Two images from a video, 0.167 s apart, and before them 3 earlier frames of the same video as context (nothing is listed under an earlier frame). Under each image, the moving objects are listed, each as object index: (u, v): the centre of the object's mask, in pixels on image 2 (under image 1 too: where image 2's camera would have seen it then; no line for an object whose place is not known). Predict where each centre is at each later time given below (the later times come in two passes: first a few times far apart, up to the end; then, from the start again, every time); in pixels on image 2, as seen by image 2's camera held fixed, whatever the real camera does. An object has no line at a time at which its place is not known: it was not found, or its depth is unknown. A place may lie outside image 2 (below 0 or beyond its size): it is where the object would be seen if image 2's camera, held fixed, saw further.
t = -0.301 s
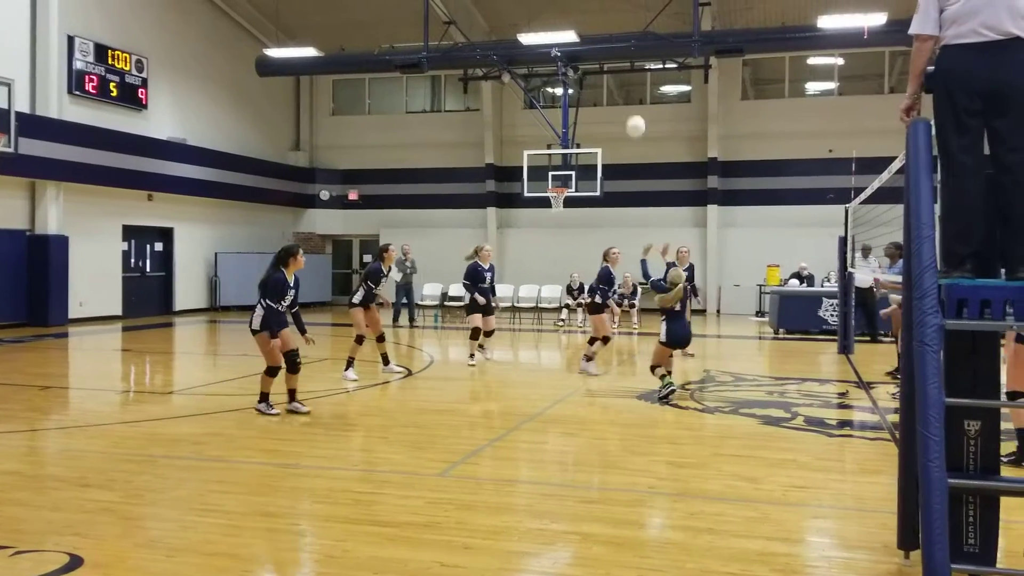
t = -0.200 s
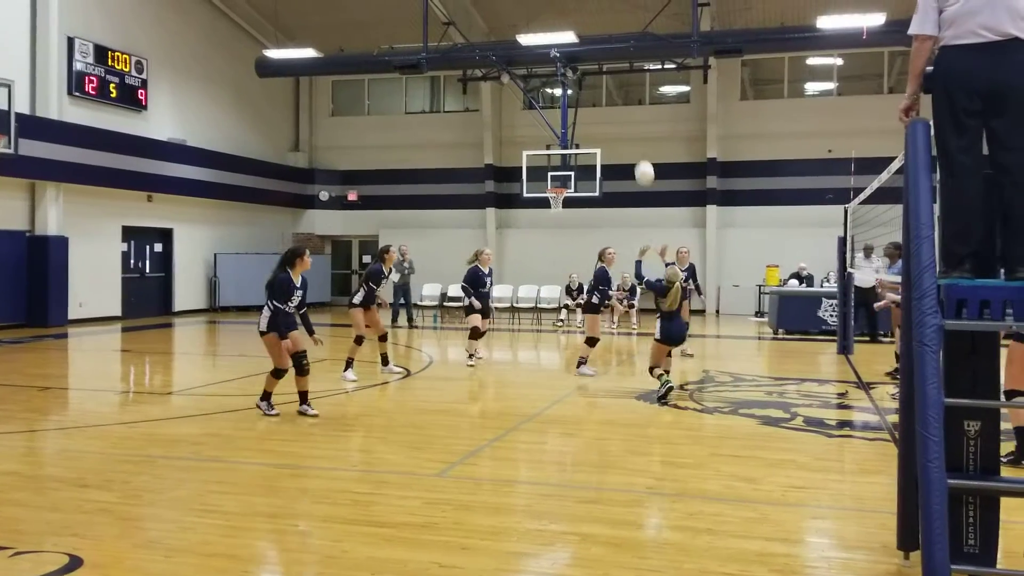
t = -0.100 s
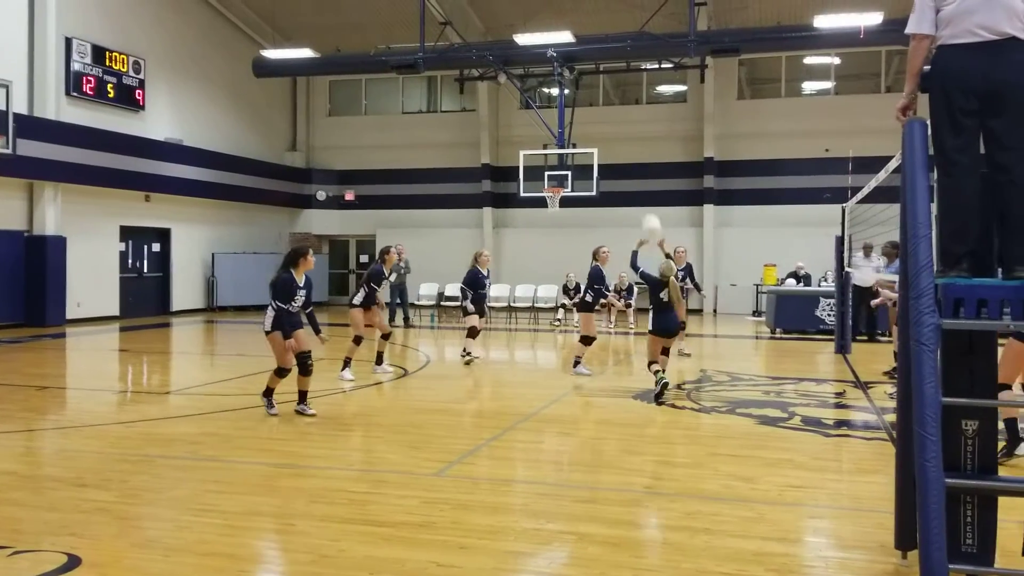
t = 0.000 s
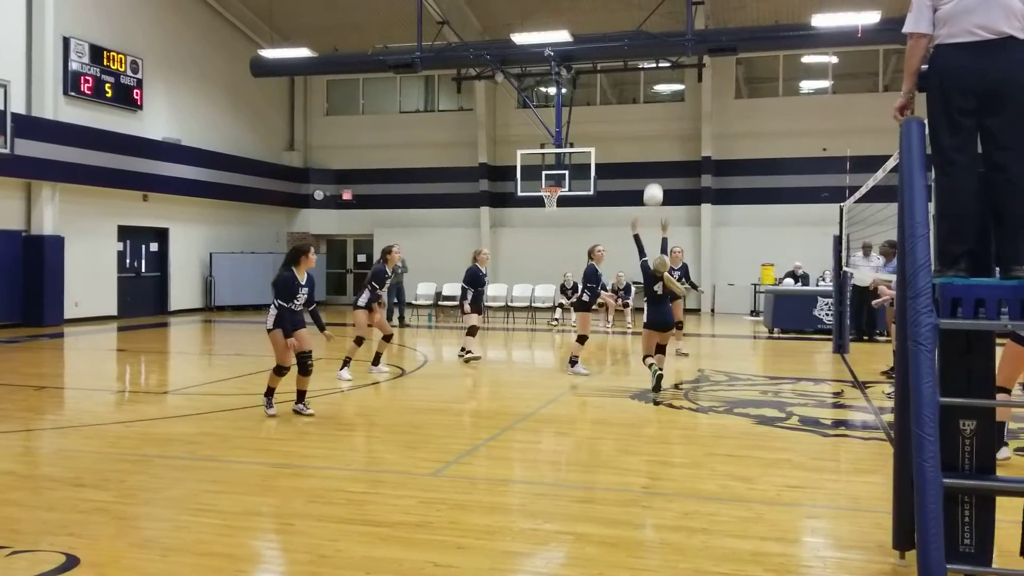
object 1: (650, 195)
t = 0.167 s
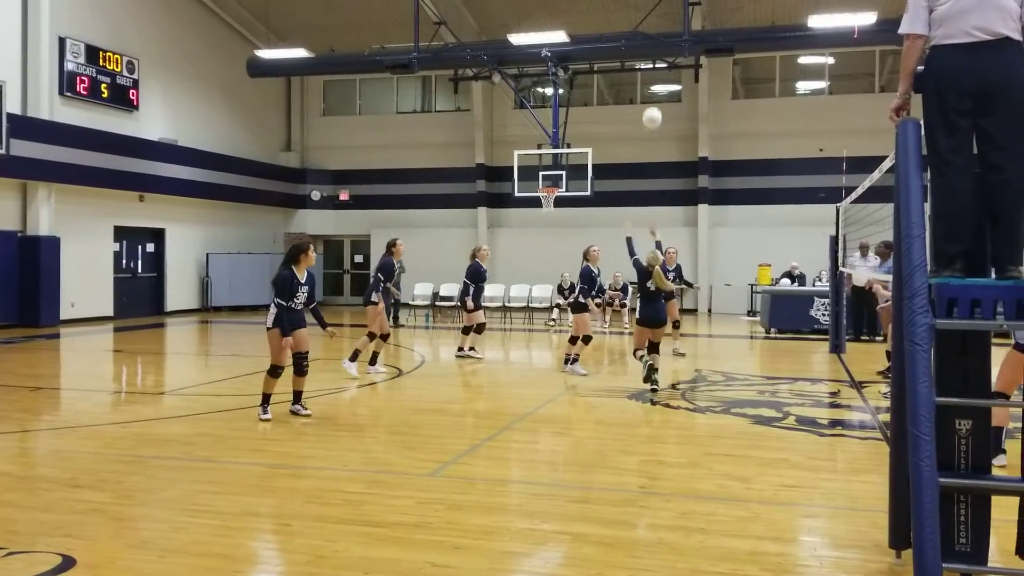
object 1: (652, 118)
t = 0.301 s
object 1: (652, 74)
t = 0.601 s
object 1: (652, 32)
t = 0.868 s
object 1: (651, 61)
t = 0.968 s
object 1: (650, 86)
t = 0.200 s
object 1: (652, 105)
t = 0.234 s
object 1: (652, 94)
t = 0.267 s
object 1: (652, 83)
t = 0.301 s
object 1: (652, 74)
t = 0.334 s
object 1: (652, 65)
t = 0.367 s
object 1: (652, 57)
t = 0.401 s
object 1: (652, 51)
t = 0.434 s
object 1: (653, 46)
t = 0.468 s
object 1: (653, 41)
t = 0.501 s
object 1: (652, 37)
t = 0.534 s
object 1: (652, 35)
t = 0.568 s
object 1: (652, 33)
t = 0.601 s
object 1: (652, 32)
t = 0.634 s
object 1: (652, 32)
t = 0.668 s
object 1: (652, 34)
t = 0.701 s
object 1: (652, 36)
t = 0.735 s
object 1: (652, 39)
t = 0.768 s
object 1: (651, 43)
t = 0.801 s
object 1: (651, 48)
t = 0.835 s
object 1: (651, 53)
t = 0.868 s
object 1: (651, 61)
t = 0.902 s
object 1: (650, 68)
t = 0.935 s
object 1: (650, 77)
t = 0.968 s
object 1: (650, 86)
